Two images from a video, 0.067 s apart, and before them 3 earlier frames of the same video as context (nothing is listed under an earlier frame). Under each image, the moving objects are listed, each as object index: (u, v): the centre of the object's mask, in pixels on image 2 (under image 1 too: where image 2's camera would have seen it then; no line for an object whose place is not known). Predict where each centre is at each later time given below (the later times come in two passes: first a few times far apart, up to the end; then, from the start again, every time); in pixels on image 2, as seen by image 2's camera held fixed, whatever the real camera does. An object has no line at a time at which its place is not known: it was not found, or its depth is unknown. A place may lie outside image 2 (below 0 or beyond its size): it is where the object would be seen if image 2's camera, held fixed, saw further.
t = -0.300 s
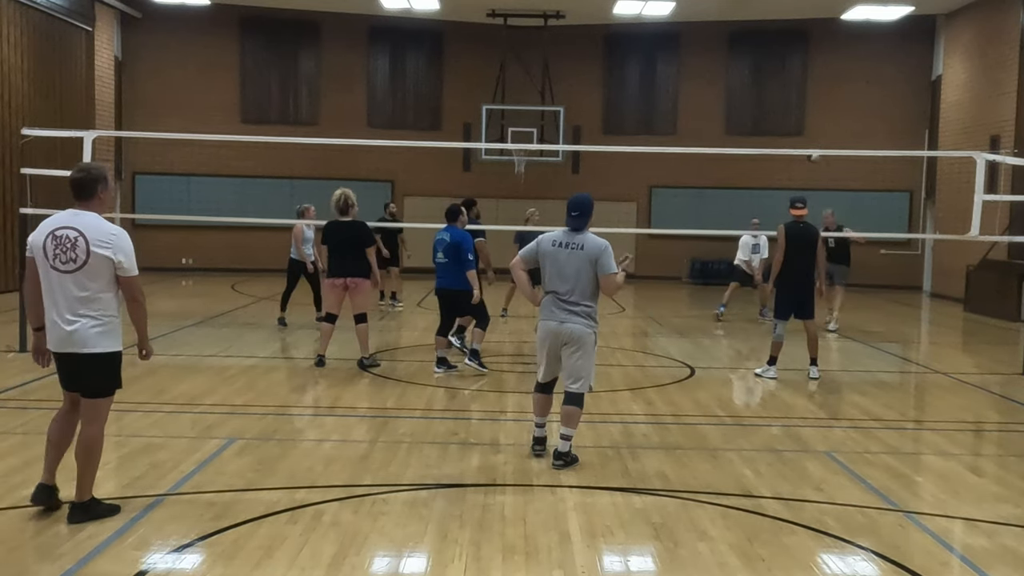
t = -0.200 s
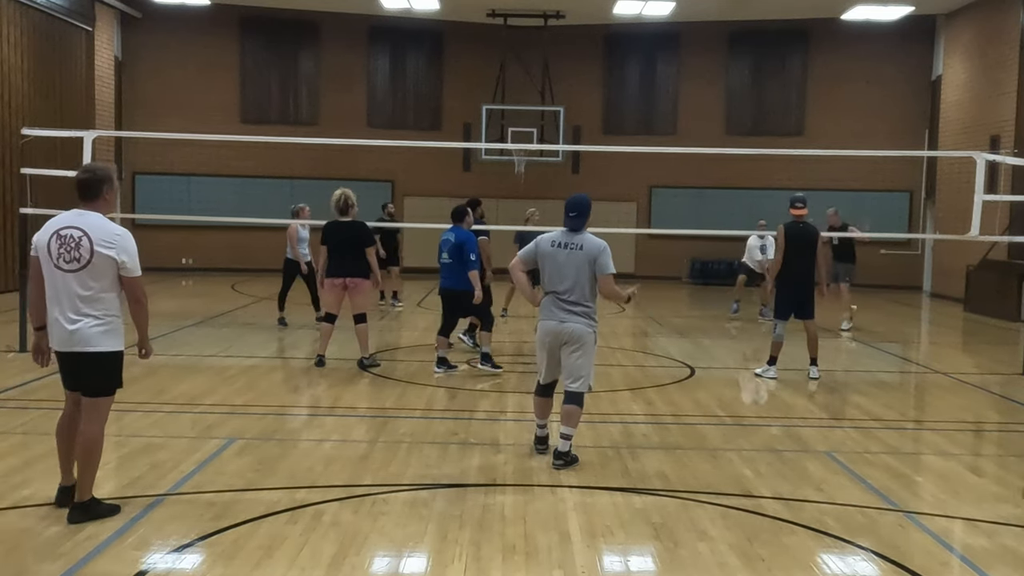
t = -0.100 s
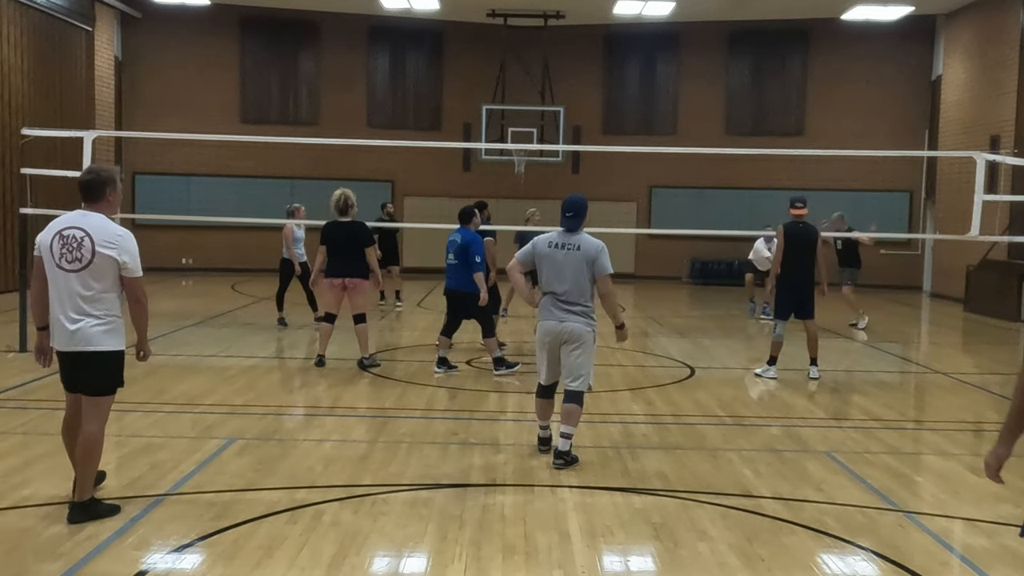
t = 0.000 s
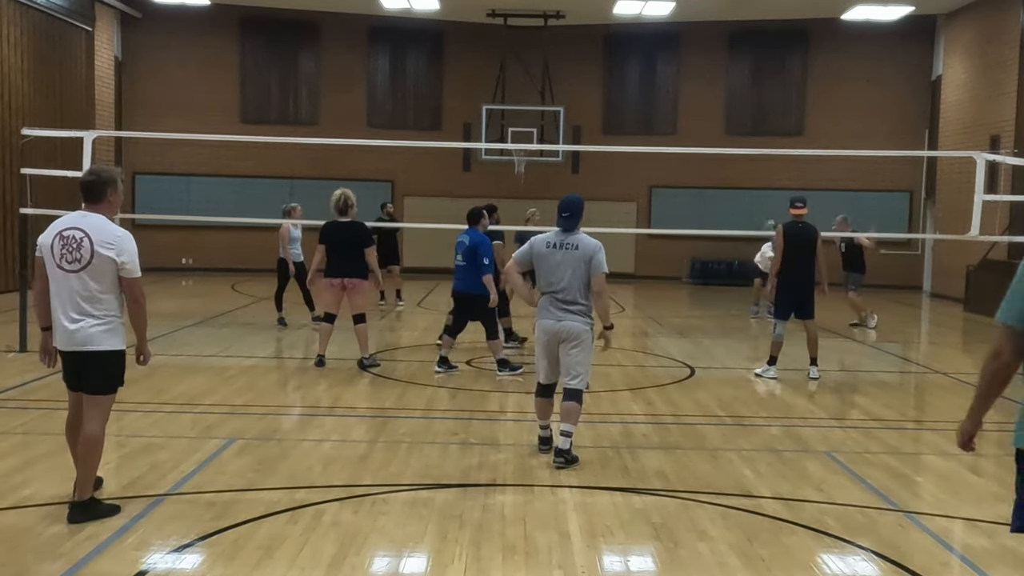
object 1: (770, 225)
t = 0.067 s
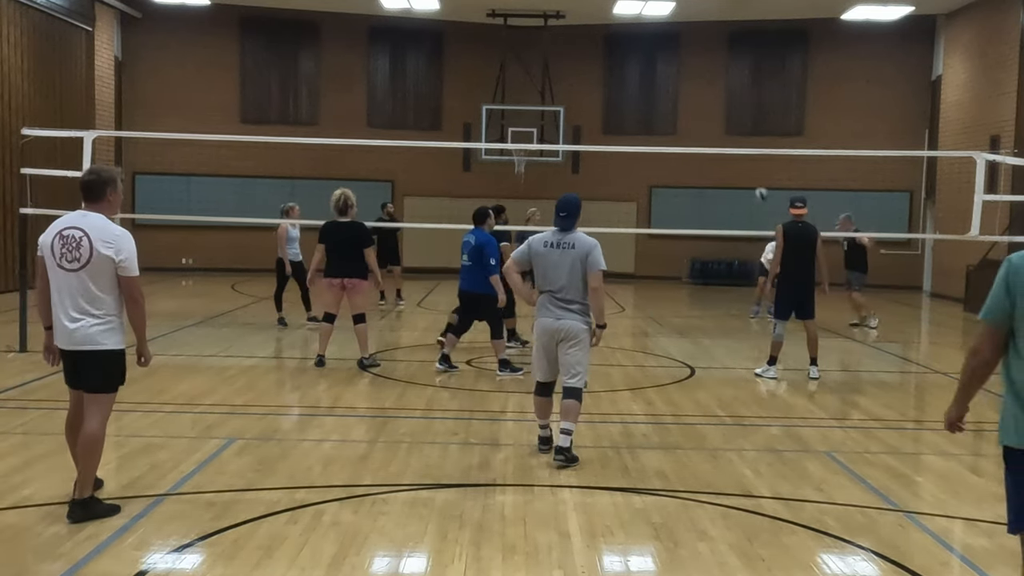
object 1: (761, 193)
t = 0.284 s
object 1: (725, 109)
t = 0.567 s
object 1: (676, 44)
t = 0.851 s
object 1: (626, 32)
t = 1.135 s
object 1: (576, 71)
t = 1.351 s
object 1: (538, 136)
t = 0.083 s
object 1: (757, 185)
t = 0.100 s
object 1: (755, 178)
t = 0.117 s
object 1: (753, 172)
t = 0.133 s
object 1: (750, 163)
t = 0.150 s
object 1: (747, 157)
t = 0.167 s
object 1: (744, 146)
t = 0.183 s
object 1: (741, 143)
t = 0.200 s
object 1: (738, 138)
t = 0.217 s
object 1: (736, 132)
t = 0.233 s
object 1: (733, 126)
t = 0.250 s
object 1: (730, 120)
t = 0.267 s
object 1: (728, 115)
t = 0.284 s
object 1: (725, 109)
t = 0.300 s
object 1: (723, 104)
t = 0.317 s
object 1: (720, 98)
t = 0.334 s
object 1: (717, 93)
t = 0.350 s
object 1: (714, 89)
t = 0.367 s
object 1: (711, 84)
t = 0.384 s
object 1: (708, 80)
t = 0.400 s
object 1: (705, 76)
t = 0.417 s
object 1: (702, 72)
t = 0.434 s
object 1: (699, 68)
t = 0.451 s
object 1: (697, 65)
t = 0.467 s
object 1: (694, 61)
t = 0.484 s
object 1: (691, 57)
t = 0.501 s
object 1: (688, 54)
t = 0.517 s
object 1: (685, 51)
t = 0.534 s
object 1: (682, 49)
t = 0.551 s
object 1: (680, 47)
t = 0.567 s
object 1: (676, 44)
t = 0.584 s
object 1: (674, 42)
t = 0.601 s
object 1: (670, 40)
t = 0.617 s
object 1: (668, 38)
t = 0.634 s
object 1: (665, 37)
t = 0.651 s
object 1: (662, 35)
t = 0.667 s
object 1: (659, 34)
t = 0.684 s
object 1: (656, 33)
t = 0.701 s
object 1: (653, 32)
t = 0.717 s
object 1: (650, 31)
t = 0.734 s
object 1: (647, 31)
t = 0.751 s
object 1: (644, 31)
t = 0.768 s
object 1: (641, 30)
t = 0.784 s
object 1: (638, 31)
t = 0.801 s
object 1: (635, 31)
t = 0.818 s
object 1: (632, 31)
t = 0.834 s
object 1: (629, 32)
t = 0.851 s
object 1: (626, 32)
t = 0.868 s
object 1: (623, 33)
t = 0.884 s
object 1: (620, 35)
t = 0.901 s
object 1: (617, 36)
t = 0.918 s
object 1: (614, 37)
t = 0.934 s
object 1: (611, 39)
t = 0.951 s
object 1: (608, 40)
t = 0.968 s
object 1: (605, 43)
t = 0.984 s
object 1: (603, 44)
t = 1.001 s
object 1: (600, 47)
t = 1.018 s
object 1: (597, 49)
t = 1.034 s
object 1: (593, 51)
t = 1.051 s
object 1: (590, 55)
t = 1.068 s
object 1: (587, 58)
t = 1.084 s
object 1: (585, 61)
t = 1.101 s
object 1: (581, 65)
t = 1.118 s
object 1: (579, 68)
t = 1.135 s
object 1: (576, 71)
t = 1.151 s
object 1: (573, 76)
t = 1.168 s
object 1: (570, 80)
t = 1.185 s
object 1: (567, 84)
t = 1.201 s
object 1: (564, 88)
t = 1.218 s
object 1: (561, 92)
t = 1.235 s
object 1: (558, 97)
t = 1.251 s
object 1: (555, 102)
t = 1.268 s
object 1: (551, 108)
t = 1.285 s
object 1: (549, 114)
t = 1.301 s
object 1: (546, 118)
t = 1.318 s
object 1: (543, 123)
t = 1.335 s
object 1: (541, 129)
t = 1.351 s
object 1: (538, 136)
